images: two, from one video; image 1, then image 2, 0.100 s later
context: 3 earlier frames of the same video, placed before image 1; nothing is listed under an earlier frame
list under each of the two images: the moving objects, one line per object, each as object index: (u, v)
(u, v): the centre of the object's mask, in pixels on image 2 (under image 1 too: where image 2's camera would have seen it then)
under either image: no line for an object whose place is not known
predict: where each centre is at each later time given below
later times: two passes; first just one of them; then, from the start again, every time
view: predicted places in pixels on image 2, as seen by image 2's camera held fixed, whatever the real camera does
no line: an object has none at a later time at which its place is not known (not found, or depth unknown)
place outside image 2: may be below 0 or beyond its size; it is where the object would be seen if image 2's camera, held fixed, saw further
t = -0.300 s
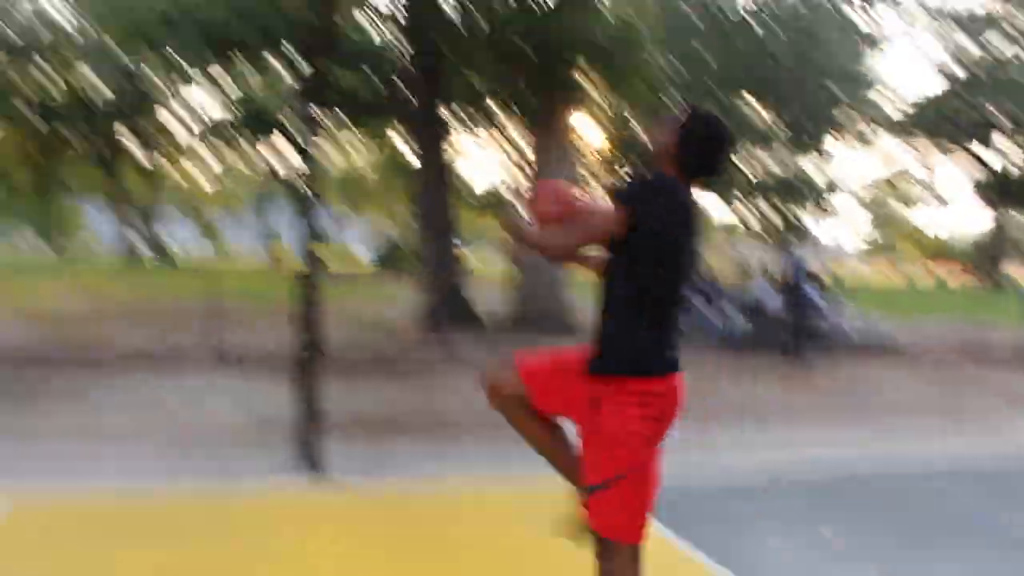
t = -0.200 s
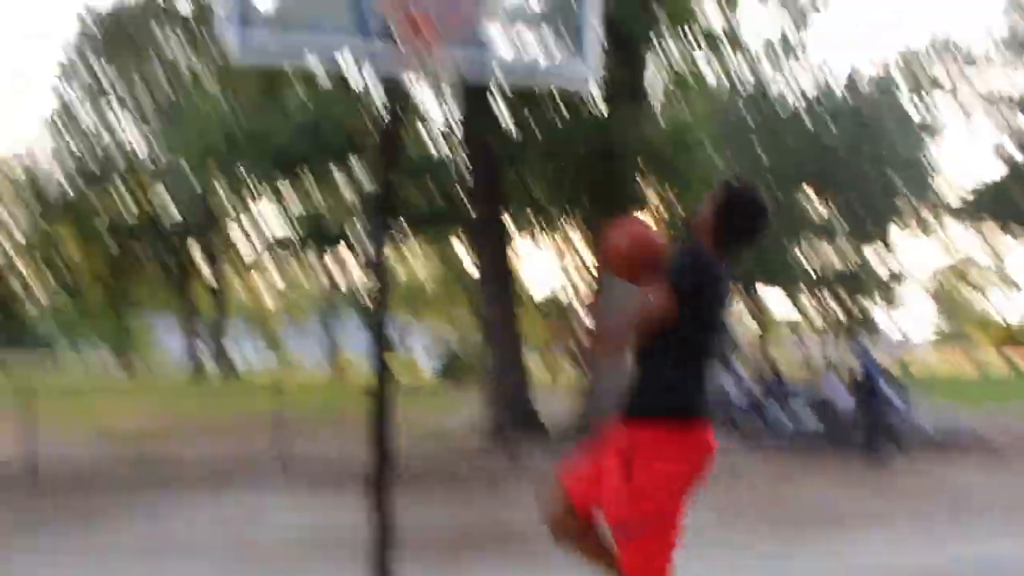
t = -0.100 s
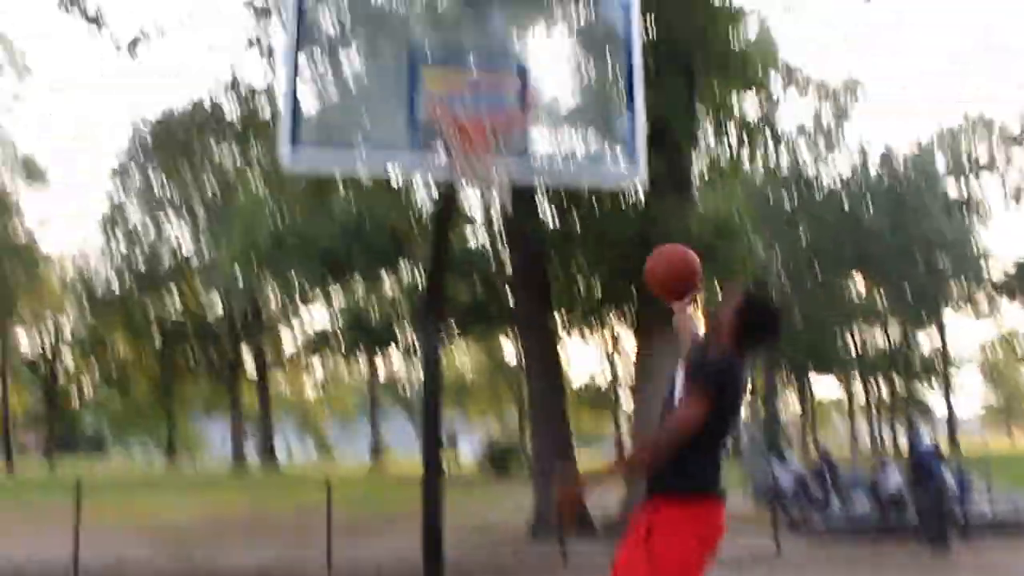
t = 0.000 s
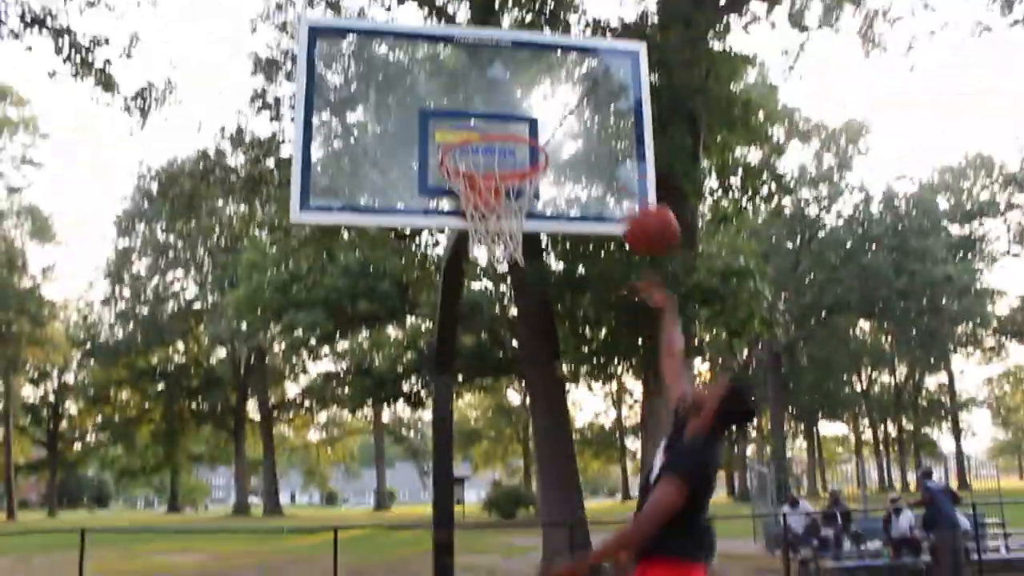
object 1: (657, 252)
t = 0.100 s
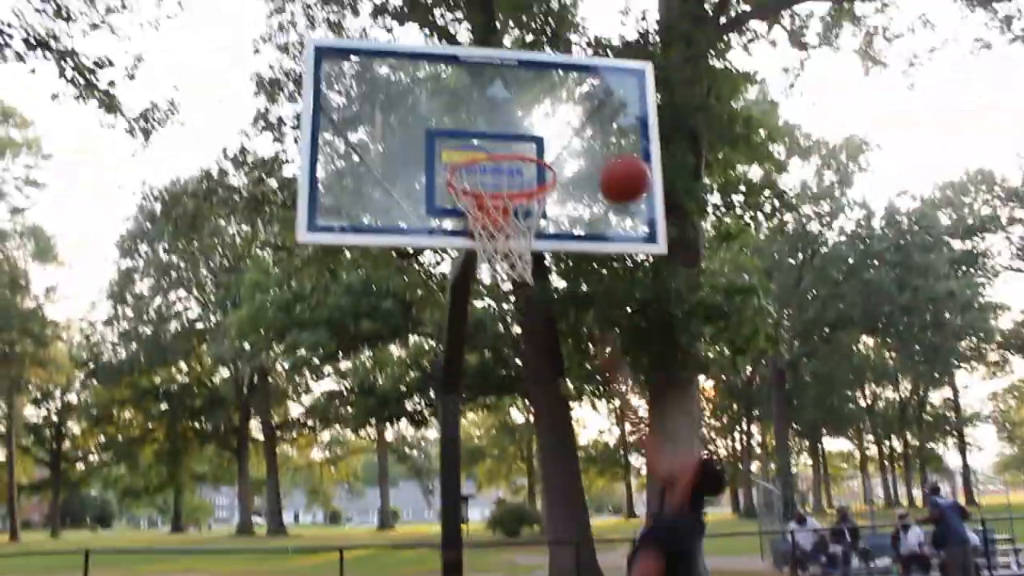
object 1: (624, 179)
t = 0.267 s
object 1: (577, 117)
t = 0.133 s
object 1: (615, 163)
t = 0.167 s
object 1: (607, 147)
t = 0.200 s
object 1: (596, 136)
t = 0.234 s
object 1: (586, 125)
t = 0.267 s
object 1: (577, 117)
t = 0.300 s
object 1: (569, 112)
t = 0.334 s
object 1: (561, 104)
